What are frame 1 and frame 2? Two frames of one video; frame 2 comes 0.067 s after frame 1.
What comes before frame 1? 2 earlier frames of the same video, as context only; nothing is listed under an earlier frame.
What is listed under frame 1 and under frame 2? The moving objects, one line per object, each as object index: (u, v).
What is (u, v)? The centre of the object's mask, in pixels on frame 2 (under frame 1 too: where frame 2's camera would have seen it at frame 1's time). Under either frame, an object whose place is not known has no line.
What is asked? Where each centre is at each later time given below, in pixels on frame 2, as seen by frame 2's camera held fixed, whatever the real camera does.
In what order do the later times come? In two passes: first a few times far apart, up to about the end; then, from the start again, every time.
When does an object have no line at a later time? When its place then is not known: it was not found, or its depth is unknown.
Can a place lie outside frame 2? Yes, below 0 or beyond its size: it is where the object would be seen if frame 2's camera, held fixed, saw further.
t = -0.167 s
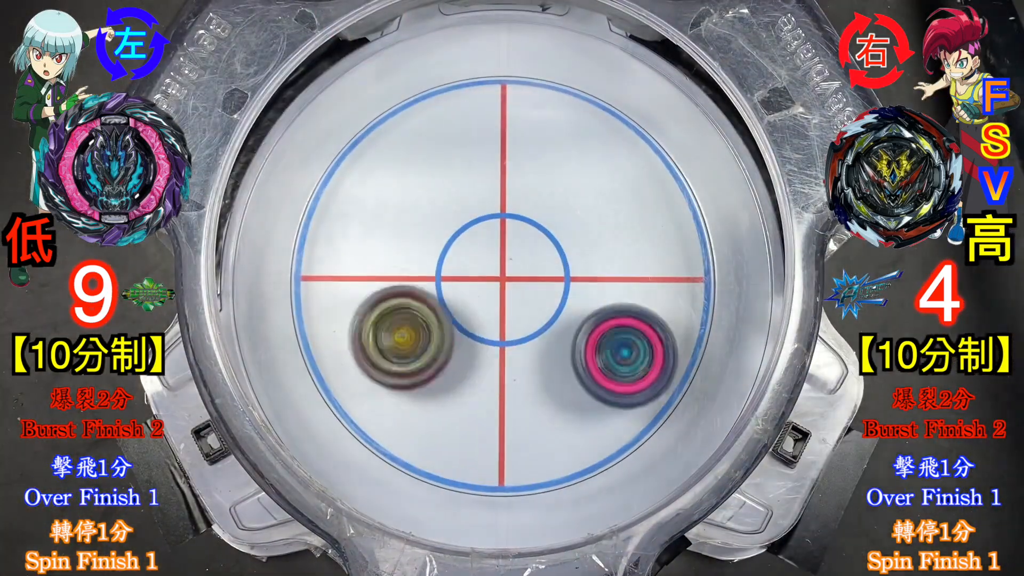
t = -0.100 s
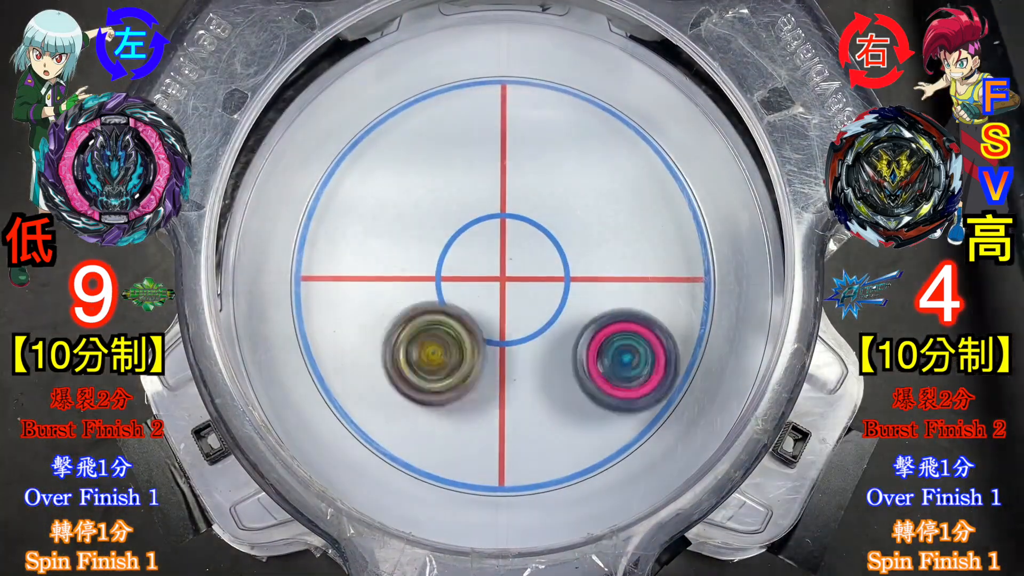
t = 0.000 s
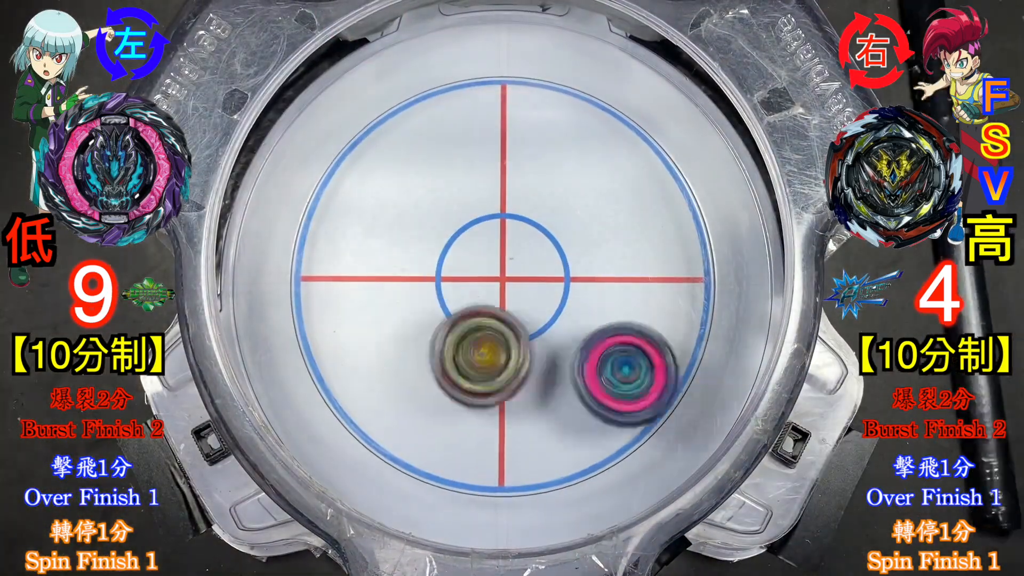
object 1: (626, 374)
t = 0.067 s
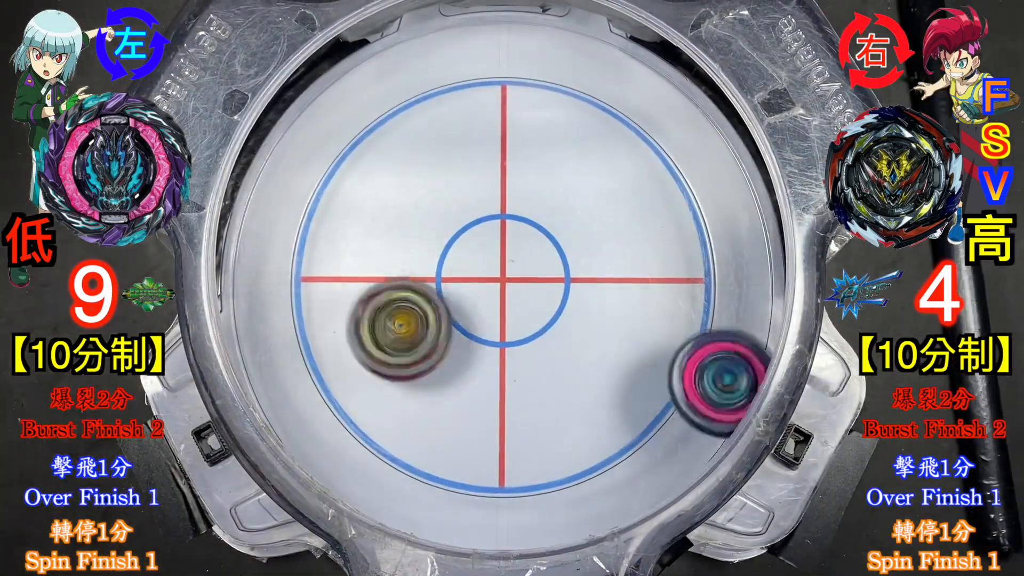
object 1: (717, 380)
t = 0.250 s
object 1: (571, 268)
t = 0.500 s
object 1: (443, 142)
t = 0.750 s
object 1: (587, 161)
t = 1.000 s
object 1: (665, 188)
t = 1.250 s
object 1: (569, 272)
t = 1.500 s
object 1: (528, 255)
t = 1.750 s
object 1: (540, 184)
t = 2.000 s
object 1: (586, 180)
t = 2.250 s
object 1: (537, 211)
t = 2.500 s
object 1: (422, 152)
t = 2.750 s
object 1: (482, 189)
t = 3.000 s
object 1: (557, 227)
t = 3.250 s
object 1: (513, 228)
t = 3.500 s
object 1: (434, 190)
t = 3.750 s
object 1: (424, 145)
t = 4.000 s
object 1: (526, 188)
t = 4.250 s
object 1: (587, 104)
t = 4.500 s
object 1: (560, 232)
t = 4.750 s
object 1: (390, 324)
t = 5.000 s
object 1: (324, 204)
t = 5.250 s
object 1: (471, 128)
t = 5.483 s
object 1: (559, 303)
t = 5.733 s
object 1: (377, 432)
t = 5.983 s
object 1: (313, 241)
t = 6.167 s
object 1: (425, 152)
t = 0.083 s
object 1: (713, 369)
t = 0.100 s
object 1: (703, 359)
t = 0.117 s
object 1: (692, 349)
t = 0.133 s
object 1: (678, 339)
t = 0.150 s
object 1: (665, 328)
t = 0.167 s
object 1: (651, 317)
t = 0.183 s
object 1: (636, 306)
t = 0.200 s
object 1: (620, 296)
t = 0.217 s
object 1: (604, 286)
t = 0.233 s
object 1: (588, 276)
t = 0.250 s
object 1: (571, 268)
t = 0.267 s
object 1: (555, 260)
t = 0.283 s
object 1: (540, 251)
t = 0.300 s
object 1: (523, 242)
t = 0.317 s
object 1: (506, 235)
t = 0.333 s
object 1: (491, 228)
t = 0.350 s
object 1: (477, 221)
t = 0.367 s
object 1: (461, 215)
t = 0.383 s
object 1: (447, 211)
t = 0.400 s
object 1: (441, 202)
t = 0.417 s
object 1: (439, 189)
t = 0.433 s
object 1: (437, 177)
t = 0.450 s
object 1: (436, 167)
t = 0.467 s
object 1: (437, 158)
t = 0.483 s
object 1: (439, 149)
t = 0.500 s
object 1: (443, 142)
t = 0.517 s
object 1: (447, 135)
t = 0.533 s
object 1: (453, 130)
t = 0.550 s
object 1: (460, 126)
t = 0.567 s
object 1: (468, 122)
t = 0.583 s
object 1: (477, 119)
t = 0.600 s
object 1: (486, 118)
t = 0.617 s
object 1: (494, 118)
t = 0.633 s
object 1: (504, 119)
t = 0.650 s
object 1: (515, 122)
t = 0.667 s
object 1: (526, 126)
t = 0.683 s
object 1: (538, 131)
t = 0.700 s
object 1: (550, 137)
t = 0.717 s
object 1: (562, 144)
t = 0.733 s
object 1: (575, 152)
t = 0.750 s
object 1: (587, 161)
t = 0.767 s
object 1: (600, 171)
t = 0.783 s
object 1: (612, 182)
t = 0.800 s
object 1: (624, 194)
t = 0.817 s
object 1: (637, 206)
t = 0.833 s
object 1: (651, 197)
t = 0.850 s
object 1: (665, 187)
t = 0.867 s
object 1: (678, 178)
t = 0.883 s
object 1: (682, 174)
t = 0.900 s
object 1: (683, 173)
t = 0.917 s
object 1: (683, 173)
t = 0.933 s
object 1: (682, 174)
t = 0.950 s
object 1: (680, 176)
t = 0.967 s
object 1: (676, 180)
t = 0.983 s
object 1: (671, 183)
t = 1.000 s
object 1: (665, 188)
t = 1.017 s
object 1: (659, 194)
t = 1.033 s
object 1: (651, 201)
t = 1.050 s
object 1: (643, 207)
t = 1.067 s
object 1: (635, 214)
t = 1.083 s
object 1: (626, 223)
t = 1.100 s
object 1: (617, 230)
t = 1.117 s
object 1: (608, 239)
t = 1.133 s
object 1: (598, 247)
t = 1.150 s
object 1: (588, 256)
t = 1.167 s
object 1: (582, 261)
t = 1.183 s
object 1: (580, 263)
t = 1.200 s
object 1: (578, 265)
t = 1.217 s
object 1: (575, 268)
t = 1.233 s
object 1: (572, 270)
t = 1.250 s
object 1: (569, 272)
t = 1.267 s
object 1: (567, 274)
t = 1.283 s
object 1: (564, 275)
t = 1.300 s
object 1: (561, 276)
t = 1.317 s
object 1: (558, 277)
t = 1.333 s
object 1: (555, 277)
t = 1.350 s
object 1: (553, 277)
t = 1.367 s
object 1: (550, 276)
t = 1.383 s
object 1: (548, 275)
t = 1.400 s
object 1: (545, 274)
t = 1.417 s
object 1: (542, 272)
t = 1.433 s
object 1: (538, 270)
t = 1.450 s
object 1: (535, 267)
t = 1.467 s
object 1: (532, 263)
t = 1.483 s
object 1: (530, 258)
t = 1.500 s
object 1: (528, 255)
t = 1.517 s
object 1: (526, 250)
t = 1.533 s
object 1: (525, 244)
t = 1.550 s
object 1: (524, 239)
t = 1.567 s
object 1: (524, 234)
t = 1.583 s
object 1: (523, 229)
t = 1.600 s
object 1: (523, 224)
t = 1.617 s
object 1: (523, 219)
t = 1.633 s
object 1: (523, 213)
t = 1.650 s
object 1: (525, 208)
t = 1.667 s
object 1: (526, 203)
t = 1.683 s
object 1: (528, 197)
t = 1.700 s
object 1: (531, 193)
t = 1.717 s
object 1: (534, 189)
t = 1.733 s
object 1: (537, 186)
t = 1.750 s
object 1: (540, 184)
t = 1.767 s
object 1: (543, 181)
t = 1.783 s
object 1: (547, 179)
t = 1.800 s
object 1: (552, 177)
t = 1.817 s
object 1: (556, 176)
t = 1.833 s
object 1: (562, 177)
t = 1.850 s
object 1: (566, 178)
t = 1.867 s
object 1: (571, 180)
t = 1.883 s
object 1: (575, 182)
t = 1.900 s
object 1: (580, 184)
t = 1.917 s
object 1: (584, 188)
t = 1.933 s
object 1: (589, 192)
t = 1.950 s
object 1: (593, 195)
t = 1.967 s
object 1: (592, 190)
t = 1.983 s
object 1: (589, 185)
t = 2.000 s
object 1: (586, 180)
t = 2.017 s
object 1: (583, 176)
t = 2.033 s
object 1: (581, 174)
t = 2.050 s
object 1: (579, 172)
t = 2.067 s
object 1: (576, 172)
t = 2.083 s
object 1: (571, 173)
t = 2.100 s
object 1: (568, 173)
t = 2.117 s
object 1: (564, 175)
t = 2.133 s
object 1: (561, 177)
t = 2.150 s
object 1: (558, 181)
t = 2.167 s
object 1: (554, 186)
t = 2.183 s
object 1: (550, 190)
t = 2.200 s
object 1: (546, 195)
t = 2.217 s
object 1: (543, 199)
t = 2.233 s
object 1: (541, 205)
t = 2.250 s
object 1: (537, 211)
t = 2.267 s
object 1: (525, 206)
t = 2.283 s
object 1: (513, 200)
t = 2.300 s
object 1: (501, 193)
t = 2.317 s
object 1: (492, 188)
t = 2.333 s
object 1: (481, 184)
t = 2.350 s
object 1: (471, 178)
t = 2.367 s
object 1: (462, 173)
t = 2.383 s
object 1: (455, 168)
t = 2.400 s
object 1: (448, 165)
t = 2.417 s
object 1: (440, 161)
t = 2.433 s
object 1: (434, 158)
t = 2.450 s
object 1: (429, 155)
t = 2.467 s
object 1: (427, 153)
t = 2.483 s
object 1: (424, 153)
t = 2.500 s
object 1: (422, 152)
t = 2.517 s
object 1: (420, 151)
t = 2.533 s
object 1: (422, 151)
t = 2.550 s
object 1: (422, 154)
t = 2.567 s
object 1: (424, 154)
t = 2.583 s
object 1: (425, 156)
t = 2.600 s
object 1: (429, 157)
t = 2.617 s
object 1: (434, 161)
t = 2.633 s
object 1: (437, 164)
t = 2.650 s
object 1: (442, 167)
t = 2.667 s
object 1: (449, 170)
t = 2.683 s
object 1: (455, 174)
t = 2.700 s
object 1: (461, 178)
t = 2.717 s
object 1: (467, 181)
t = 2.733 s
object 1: (475, 185)
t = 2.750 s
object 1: (482, 189)
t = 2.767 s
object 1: (488, 193)
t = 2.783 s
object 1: (495, 196)
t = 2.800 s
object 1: (503, 201)
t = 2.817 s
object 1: (509, 205)
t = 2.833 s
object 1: (515, 208)
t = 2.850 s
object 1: (521, 211)
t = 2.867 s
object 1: (527, 216)
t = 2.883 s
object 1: (531, 220)
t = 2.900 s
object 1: (534, 223)
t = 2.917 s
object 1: (538, 226)
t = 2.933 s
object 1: (541, 231)
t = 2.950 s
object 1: (545, 230)
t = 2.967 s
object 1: (549, 228)
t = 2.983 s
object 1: (555, 227)
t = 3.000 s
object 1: (557, 227)
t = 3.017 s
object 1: (558, 226)
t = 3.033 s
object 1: (560, 225)
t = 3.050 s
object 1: (560, 227)
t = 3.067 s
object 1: (559, 227)
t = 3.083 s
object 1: (558, 227)
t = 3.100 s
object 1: (557, 230)
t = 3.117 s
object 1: (553, 231)
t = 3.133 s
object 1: (550, 233)
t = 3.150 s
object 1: (547, 235)
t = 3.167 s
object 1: (541, 235)
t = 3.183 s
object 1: (536, 232)
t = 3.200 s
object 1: (531, 231)
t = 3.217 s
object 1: (524, 230)
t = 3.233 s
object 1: (519, 229)
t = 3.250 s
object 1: (513, 228)
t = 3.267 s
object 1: (506, 227)
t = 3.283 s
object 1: (500, 226)
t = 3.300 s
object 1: (494, 223)
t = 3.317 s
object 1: (488, 223)
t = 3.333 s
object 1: (482, 220)
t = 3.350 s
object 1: (477, 218)
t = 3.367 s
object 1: (472, 217)
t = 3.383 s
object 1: (466, 214)
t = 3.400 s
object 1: (462, 211)
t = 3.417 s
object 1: (456, 210)
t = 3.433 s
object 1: (450, 204)
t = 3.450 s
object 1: (445, 200)
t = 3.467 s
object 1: (440, 198)
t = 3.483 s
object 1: (436, 193)
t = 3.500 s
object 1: (434, 190)
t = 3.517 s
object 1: (426, 185)
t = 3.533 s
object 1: (420, 180)
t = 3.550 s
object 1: (416, 176)
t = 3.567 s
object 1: (411, 171)
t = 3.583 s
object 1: (409, 167)
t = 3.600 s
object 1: (407, 166)
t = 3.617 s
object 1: (405, 162)
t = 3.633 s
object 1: (408, 159)
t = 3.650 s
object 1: (408, 158)
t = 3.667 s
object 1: (410, 156)
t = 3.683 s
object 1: (413, 155)
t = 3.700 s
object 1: (416, 153)
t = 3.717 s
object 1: (419, 149)
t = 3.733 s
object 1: (421, 147)
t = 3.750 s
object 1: (424, 145)
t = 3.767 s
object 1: (430, 144)
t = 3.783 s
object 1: (435, 142)
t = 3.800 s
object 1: (442, 141)
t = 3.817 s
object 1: (447, 142)
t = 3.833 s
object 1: (454, 142)
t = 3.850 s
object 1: (463, 144)
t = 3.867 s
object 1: (470, 146)
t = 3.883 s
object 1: (479, 148)
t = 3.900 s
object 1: (486, 152)
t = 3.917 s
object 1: (494, 156)
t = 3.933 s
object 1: (502, 162)
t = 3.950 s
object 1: (508, 167)
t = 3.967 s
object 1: (516, 173)
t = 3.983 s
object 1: (521, 182)
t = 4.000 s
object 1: (526, 188)
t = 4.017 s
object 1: (531, 199)
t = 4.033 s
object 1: (534, 207)
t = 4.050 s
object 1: (538, 216)
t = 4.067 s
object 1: (539, 226)
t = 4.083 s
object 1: (540, 235)
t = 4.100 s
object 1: (541, 248)
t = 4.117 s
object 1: (545, 239)
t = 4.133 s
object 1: (552, 218)
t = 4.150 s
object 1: (559, 197)
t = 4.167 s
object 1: (565, 177)
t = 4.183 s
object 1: (570, 158)
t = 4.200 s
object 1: (575, 143)
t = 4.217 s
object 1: (580, 127)
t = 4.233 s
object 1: (584, 116)
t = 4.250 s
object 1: (587, 104)
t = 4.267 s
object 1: (589, 99)
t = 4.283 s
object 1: (587, 101)
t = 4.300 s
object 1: (586, 105)
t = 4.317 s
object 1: (583, 111)
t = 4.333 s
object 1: (582, 117)
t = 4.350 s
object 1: (580, 126)
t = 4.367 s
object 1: (578, 135)
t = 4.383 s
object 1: (576, 146)
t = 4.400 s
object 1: (574, 157)
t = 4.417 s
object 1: (573, 170)
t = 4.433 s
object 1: (571, 182)
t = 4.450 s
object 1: (570, 194)
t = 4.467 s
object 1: (568, 207)
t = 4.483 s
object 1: (565, 219)
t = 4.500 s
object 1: (560, 232)
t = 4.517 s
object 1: (555, 243)
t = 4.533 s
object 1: (547, 255)
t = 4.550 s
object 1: (538, 265)
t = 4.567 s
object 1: (528, 277)
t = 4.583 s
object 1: (518, 285)
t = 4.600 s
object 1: (507, 295)
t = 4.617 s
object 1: (495, 302)
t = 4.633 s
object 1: (482, 310)
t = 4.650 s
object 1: (469, 315)
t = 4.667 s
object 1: (456, 320)
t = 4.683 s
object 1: (442, 323)
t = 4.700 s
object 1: (429, 325)
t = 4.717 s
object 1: (415, 326)
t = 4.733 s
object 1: (403, 326)
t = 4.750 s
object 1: (390, 324)
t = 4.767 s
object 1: (379, 321)
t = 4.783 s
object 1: (366, 317)
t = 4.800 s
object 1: (357, 312)
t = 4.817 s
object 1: (346, 305)
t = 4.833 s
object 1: (338, 298)
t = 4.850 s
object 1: (329, 290)
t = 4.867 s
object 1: (323, 281)
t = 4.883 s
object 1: (316, 271)
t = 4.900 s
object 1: (312, 262)
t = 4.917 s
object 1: (307, 251)
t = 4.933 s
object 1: (304, 241)
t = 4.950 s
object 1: (304, 230)
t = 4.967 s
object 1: (311, 221)
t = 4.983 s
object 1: (316, 212)
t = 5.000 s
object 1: (324, 204)
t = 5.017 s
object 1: (330, 195)
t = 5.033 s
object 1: (339, 187)
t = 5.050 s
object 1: (346, 178)
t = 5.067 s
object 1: (355, 171)
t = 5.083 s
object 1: (364, 163)
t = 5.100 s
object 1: (373, 157)
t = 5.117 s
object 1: (382, 149)
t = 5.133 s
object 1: (391, 143)
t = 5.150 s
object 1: (401, 136)
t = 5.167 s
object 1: (411, 132)
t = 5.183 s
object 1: (422, 127)
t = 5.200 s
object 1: (433, 125)
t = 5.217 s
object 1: (445, 124)
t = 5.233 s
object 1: (457, 125)
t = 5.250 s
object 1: (471, 128)
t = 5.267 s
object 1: (482, 132)
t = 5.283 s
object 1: (495, 137)
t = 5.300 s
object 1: (506, 144)
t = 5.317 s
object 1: (518, 154)
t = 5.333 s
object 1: (528, 164)
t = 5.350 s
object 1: (538, 177)
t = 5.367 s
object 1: (546, 190)
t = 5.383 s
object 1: (553, 205)
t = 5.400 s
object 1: (558, 219)
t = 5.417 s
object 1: (561, 236)
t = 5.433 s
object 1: (564, 251)
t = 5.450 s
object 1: (563, 269)
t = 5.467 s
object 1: (563, 285)
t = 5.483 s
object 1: (559, 303)
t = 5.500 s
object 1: (556, 319)
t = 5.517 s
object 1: (549, 335)
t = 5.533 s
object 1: (542, 351)
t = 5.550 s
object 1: (532, 366)
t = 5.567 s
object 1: (522, 380)
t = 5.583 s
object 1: (511, 391)
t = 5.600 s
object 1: (499, 403)
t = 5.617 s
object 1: (485, 412)
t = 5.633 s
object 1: (470, 421)
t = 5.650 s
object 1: (456, 427)
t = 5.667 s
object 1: (440, 431)
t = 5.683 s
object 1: (424, 434)
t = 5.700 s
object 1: (408, 434)
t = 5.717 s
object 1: (393, 435)
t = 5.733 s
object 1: (377, 432)
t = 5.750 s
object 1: (361, 430)
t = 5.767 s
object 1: (353, 418)
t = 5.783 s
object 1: (345, 405)
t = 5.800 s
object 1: (340, 392)
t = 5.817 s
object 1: (333, 377)
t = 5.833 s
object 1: (329, 365)
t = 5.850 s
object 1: (325, 350)
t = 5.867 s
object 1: (320, 337)
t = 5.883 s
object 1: (317, 322)
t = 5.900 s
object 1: (313, 308)
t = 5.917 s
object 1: (312, 295)
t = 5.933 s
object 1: (311, 281)
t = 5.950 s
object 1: (309, 269)
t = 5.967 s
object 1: (311, 255)
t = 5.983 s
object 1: (313, 241)
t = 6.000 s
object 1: (316, 230)
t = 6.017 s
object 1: (322, 218)
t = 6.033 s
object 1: (328, 208)
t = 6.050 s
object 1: (337, 197)
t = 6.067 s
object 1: (345, 187)
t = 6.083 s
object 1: (357, 178)
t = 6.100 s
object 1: (369, 170)
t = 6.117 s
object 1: (381, 164)
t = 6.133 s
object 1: (395, 159)
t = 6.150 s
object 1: (409, 154)
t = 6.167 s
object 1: (425, 152)
